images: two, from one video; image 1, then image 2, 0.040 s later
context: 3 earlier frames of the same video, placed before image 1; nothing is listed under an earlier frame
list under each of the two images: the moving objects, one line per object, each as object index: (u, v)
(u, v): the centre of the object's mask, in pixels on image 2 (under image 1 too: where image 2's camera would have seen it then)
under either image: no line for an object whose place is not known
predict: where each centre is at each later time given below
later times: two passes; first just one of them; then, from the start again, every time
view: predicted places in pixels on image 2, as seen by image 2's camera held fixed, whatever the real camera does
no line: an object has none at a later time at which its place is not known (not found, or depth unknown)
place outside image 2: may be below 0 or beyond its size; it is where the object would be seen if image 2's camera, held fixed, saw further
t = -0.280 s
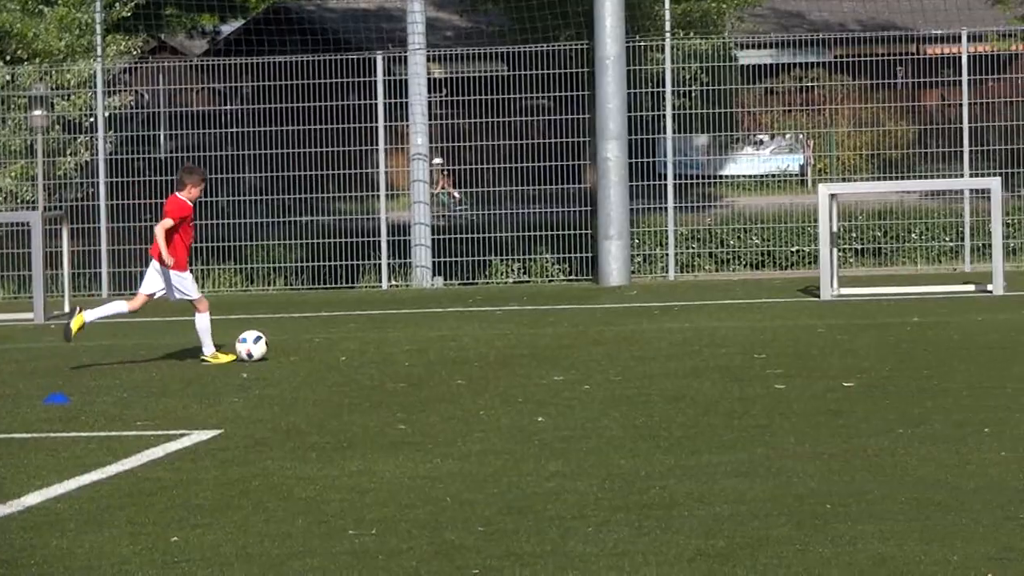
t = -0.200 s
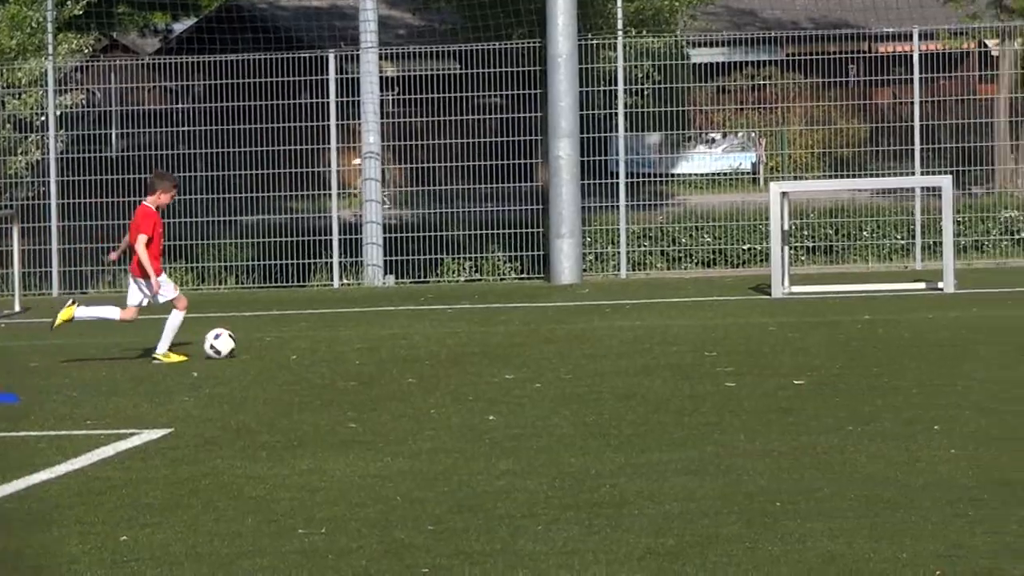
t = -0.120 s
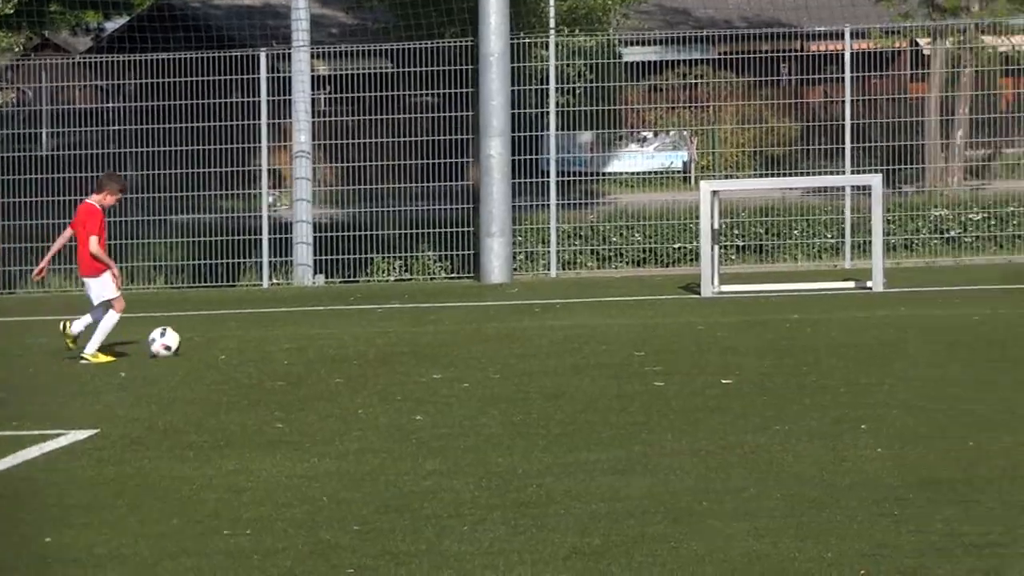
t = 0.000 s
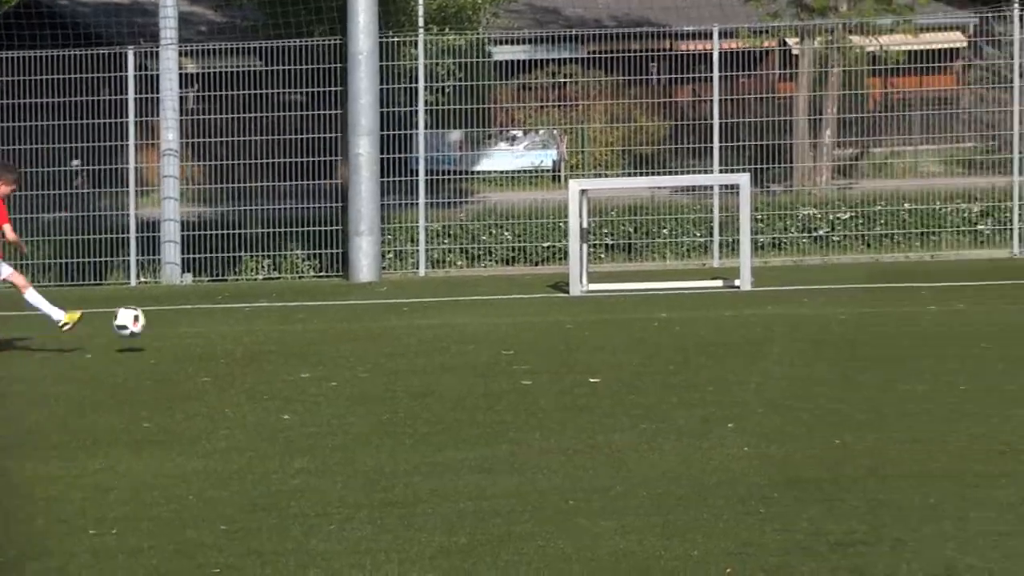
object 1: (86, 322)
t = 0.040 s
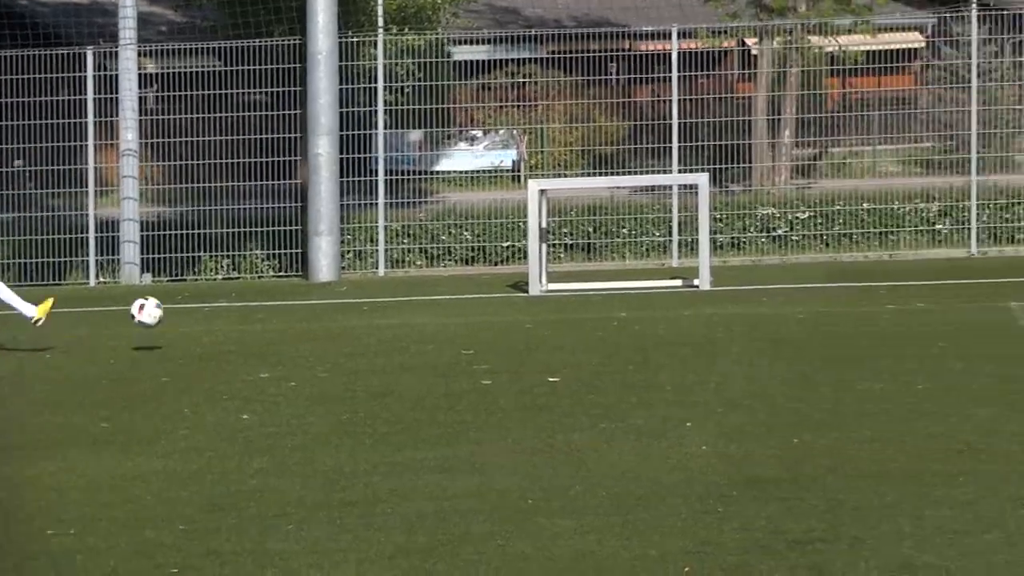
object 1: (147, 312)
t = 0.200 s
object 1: (382, 298)
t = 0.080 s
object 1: (206, 305)
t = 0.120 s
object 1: (265, 300)
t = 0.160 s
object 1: (324, 298)
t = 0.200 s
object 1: (382, 298)
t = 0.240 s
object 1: (442, 302)
